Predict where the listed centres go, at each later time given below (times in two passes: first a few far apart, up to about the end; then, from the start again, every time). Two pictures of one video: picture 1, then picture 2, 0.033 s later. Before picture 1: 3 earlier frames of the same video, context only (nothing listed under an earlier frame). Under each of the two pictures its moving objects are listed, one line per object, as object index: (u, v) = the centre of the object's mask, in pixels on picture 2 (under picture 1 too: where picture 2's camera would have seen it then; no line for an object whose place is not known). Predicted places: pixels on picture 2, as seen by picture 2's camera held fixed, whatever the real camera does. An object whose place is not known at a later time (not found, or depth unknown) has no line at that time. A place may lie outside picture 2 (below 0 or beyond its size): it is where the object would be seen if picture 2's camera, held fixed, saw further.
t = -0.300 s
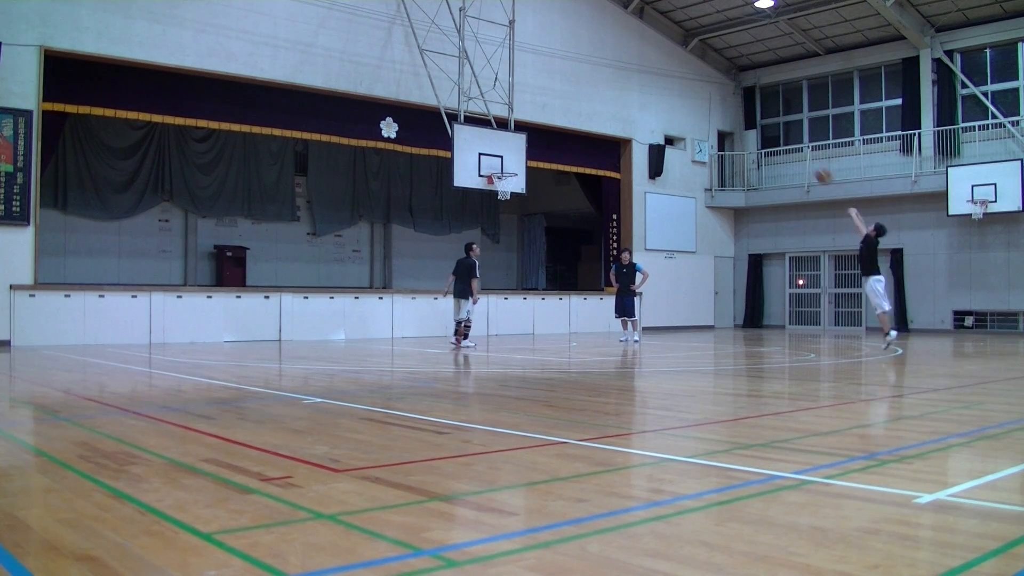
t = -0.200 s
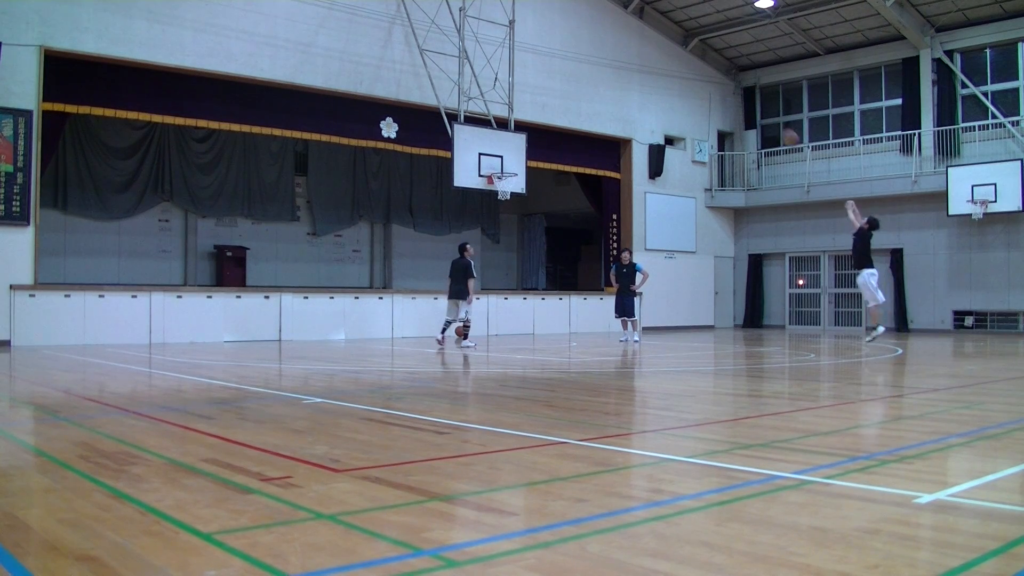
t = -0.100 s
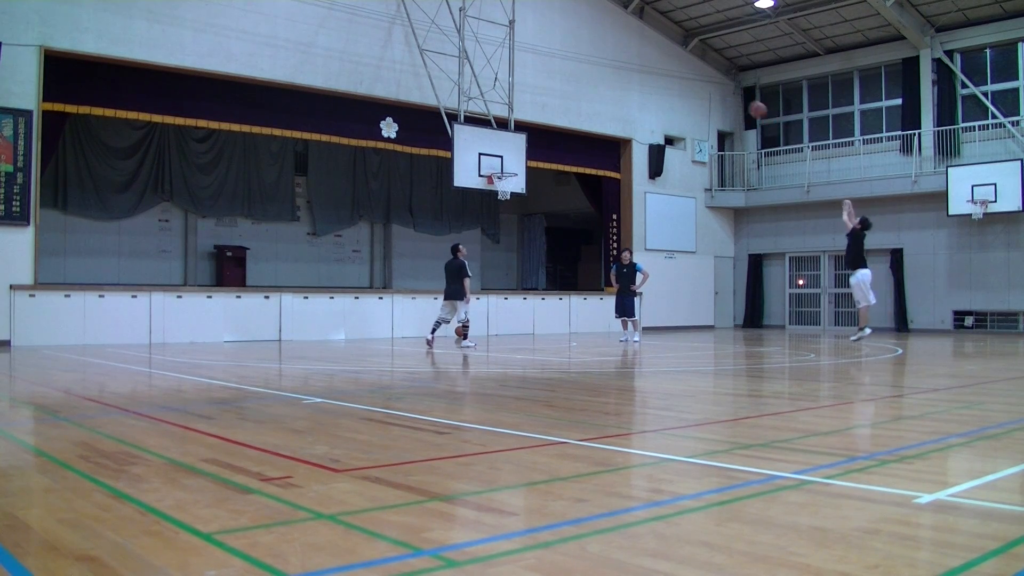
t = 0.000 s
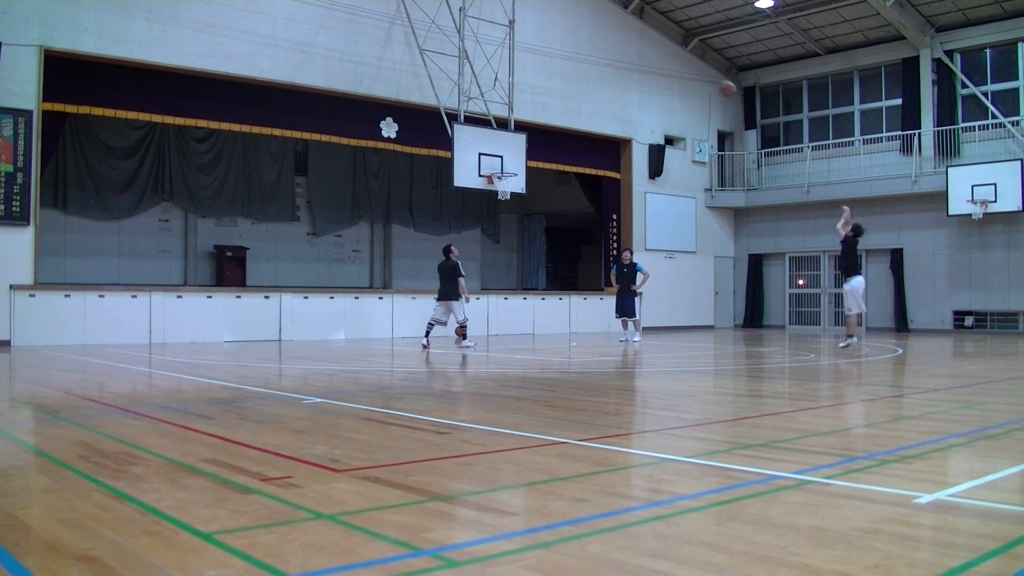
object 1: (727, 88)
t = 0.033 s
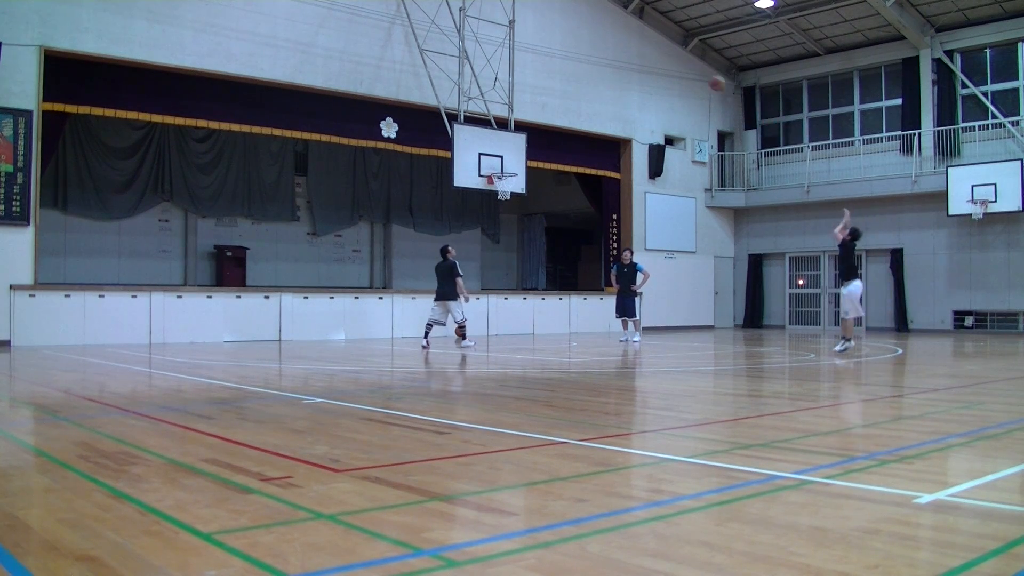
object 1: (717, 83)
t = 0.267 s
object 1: (651, 66)
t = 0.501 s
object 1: (593, 80)
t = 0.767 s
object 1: (533, 130)
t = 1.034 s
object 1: (493, 149)
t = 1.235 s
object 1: (475, 140)
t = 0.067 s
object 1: (706, 77)
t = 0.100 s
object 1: (697, 74)
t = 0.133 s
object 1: (688, 71)
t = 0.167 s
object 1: (678, 68)
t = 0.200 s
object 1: (670, 67)
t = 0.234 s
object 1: (660, 66)
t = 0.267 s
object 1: (651, 66)
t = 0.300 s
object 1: (643, 66)
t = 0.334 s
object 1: (634, 67)
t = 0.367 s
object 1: (625, 68)
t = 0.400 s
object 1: (617, 70)
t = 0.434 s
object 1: (609, 73)
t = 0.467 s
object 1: (601, 76)
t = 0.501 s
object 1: (593, 80)
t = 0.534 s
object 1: (585, 84)
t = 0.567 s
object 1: (577, 89)
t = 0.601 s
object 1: (570, 95)
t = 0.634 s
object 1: (562, 101)
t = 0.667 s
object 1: (555, 107)
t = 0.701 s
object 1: (548, 115)
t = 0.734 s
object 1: (539, 123)
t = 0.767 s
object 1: (533, 130)
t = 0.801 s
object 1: (527, 138)
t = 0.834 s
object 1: (519, 149)
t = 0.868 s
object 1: (512, 158)
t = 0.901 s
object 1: (506, 167)
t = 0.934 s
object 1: (502, 162)
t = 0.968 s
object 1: (500, 157)
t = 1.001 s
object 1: (496, 153)
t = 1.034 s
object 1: (493, 149)
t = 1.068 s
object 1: (490, 146)
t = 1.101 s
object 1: (487, 144)
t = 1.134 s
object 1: (484, 142)
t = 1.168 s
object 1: (481, 141)
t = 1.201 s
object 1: (478, 140)
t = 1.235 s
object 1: (475, 140)
